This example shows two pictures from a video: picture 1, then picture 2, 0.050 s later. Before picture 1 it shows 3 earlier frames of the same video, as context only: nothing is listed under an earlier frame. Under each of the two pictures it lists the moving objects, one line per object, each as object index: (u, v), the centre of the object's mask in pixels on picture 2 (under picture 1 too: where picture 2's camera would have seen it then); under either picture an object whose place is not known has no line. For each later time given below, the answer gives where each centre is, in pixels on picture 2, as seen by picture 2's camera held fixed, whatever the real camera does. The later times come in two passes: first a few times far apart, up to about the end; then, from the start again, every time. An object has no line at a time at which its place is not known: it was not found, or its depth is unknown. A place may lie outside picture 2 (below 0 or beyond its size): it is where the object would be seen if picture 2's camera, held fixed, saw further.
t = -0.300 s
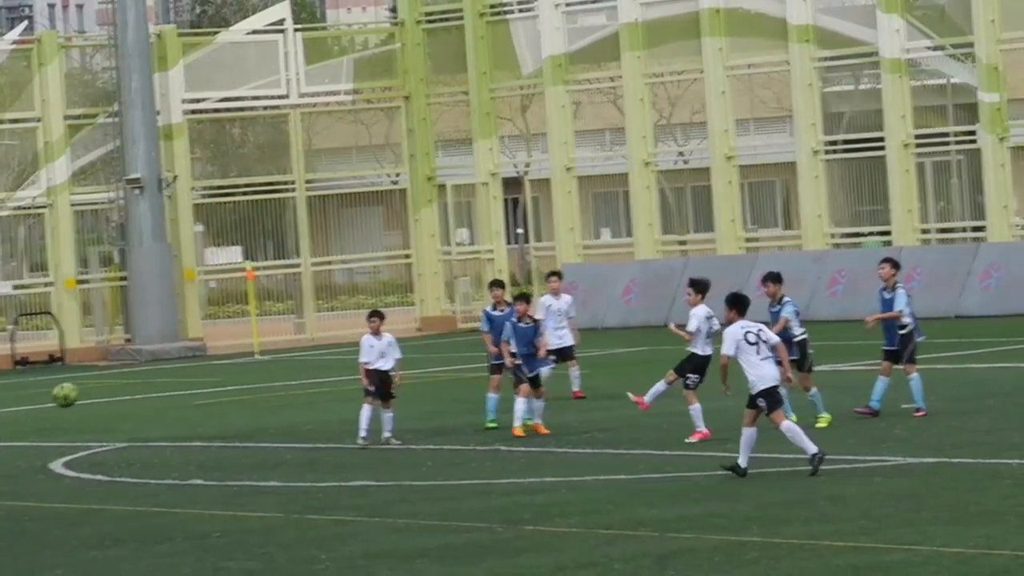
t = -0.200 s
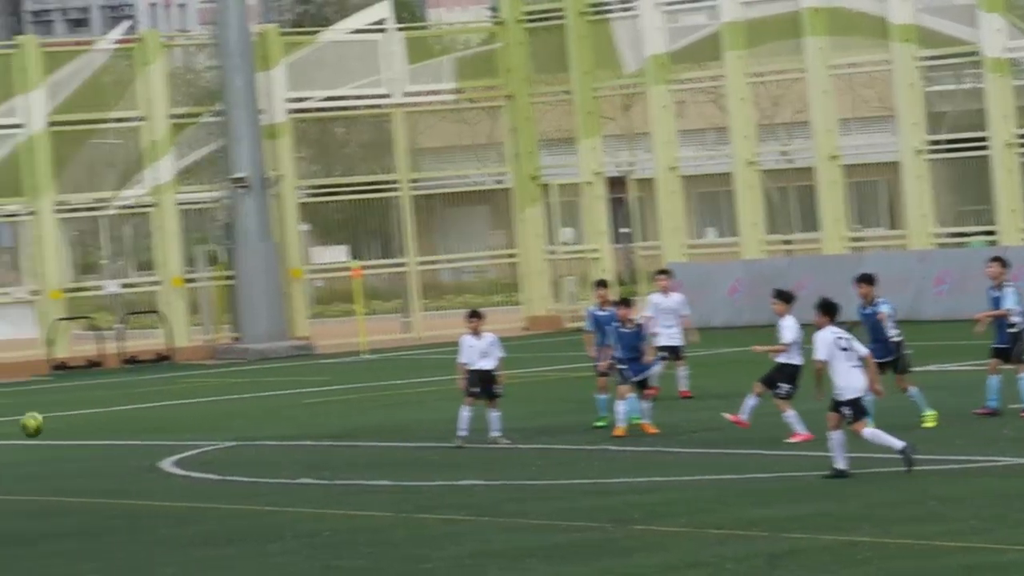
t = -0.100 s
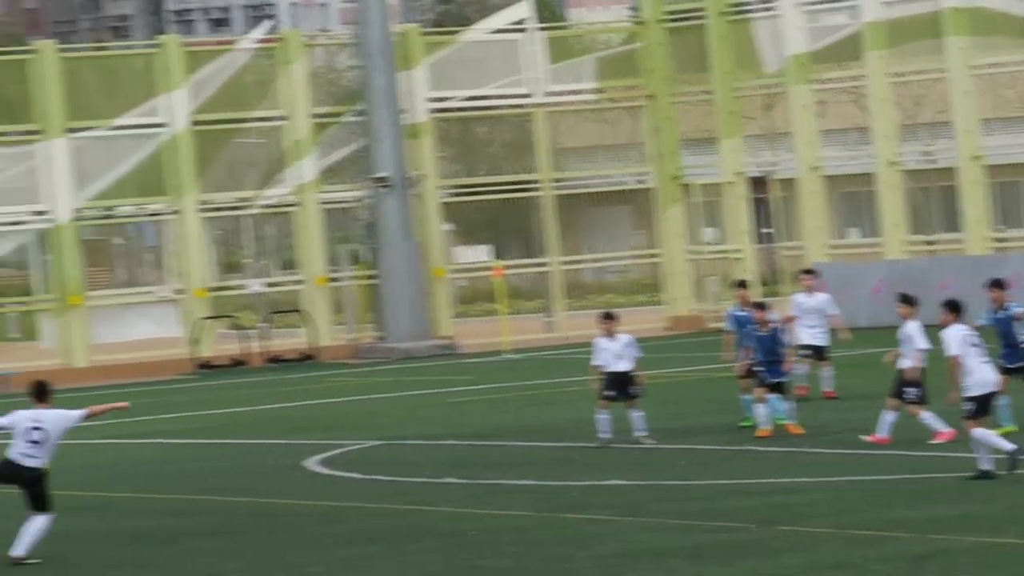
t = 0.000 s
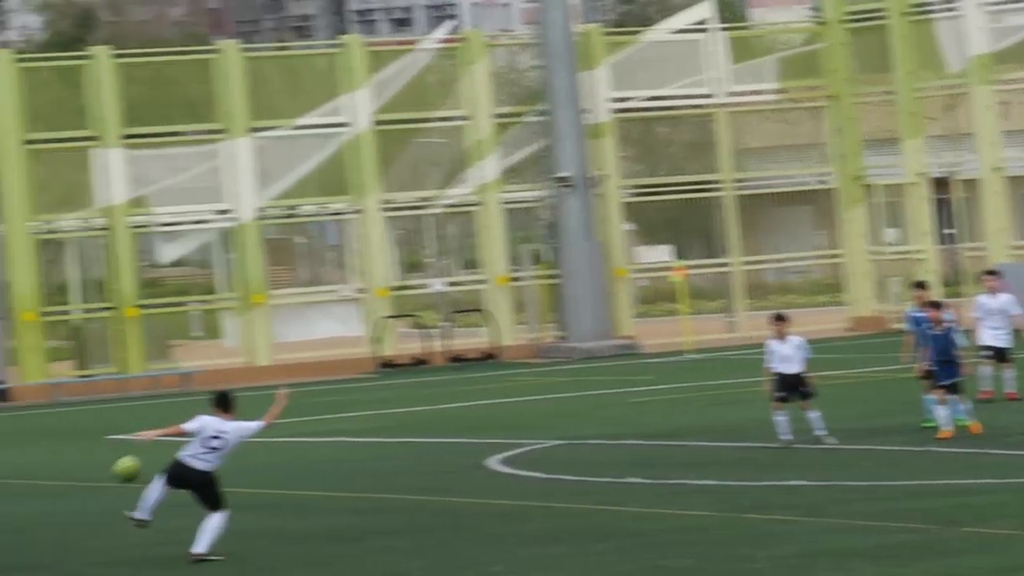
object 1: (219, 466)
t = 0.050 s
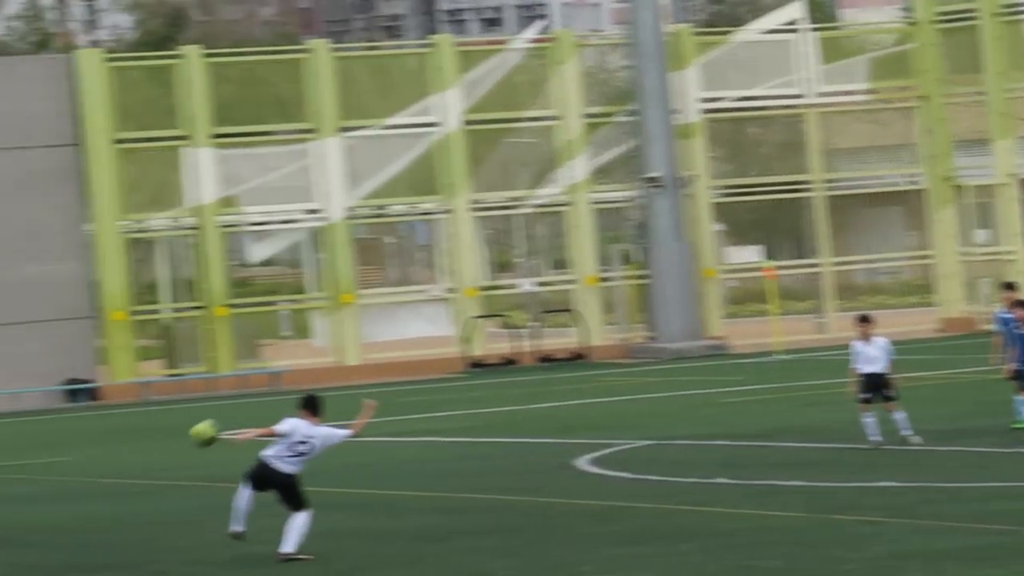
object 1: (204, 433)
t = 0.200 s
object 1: (170, 350)
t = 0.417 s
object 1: (134, 276)
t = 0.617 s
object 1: (106, 255)
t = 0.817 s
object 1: (83, 275)
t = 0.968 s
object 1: (69, 317)
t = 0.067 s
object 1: (199, 422)
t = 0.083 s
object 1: (196, 413)
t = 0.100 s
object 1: (192, 403)
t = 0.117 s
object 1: (188, 393)
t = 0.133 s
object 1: (183, 384)
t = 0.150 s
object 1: (182, 374)
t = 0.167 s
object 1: (177, 366)
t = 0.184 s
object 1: (173, 359)
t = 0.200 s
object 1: (170, 350)
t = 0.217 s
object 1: (166, 343)
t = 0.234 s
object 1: (163, 336)
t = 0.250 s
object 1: (160, 329)
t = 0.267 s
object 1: (158, 322)
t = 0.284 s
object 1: (155, 316)
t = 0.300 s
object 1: (152, 310)
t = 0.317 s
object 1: (150, 303)
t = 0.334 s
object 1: (147, 299)
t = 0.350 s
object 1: (144, 293)
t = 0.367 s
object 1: (141, 289)
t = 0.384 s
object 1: (139, 284)
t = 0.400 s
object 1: (137, 280)
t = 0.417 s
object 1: (134, 276)
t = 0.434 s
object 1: (132, 273)
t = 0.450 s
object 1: (129, 270)
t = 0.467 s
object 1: (126, 267)
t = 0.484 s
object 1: (124, 264)
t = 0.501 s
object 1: (122, 263)
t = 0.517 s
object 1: (120, 261)
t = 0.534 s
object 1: (117, 259)
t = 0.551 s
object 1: (114, 258)
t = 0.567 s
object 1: (113, 256)
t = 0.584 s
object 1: (111, 257)
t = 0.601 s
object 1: (108, 256)
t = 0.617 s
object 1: (106, 255)
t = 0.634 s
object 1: (104, 256)
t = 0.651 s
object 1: (102, 256)
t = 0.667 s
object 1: (100, 256)
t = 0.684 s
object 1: (98, 257)
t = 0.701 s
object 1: (96, 258)
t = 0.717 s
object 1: (94, 260)
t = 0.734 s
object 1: (92, 262)
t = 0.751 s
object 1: (90, 264)
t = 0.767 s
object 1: (88, 266)
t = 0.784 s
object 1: (86, 269)
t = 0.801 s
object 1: (85, 272)
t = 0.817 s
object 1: (83, 275)
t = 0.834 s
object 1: (82, 279)
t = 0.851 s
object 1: (80, 282)
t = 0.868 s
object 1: (78, 286)
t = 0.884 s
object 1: (77, 291)
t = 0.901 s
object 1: (75, 296)
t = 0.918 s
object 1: (73, 300)
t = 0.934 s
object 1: (72, 306)
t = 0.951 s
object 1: (70, 311)
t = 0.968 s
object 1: (69, 317)
